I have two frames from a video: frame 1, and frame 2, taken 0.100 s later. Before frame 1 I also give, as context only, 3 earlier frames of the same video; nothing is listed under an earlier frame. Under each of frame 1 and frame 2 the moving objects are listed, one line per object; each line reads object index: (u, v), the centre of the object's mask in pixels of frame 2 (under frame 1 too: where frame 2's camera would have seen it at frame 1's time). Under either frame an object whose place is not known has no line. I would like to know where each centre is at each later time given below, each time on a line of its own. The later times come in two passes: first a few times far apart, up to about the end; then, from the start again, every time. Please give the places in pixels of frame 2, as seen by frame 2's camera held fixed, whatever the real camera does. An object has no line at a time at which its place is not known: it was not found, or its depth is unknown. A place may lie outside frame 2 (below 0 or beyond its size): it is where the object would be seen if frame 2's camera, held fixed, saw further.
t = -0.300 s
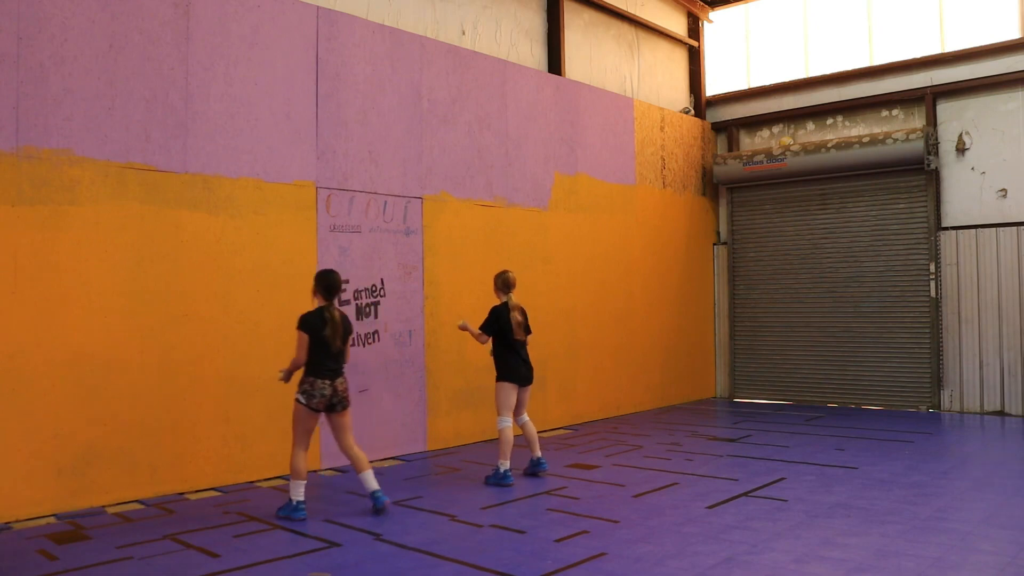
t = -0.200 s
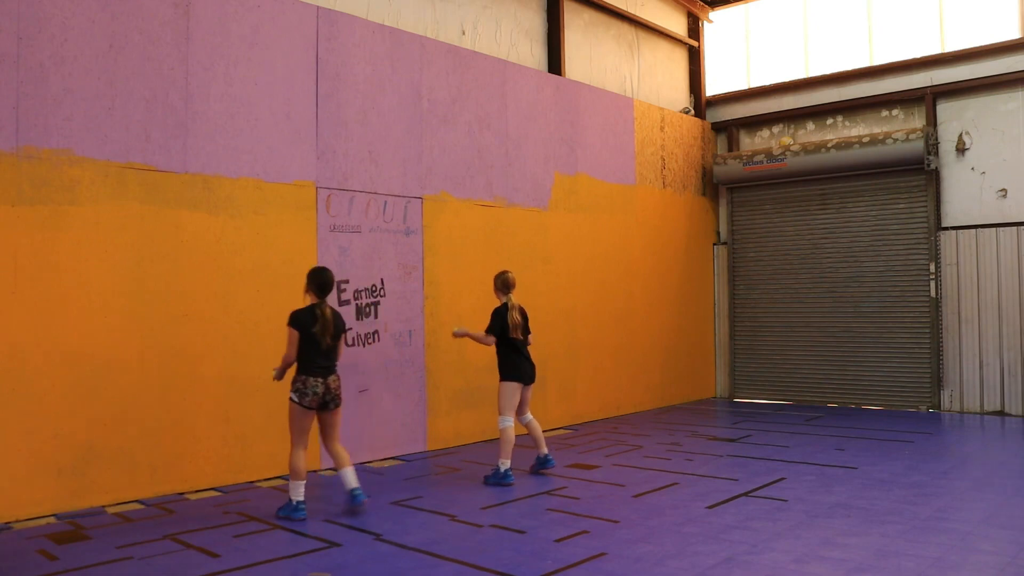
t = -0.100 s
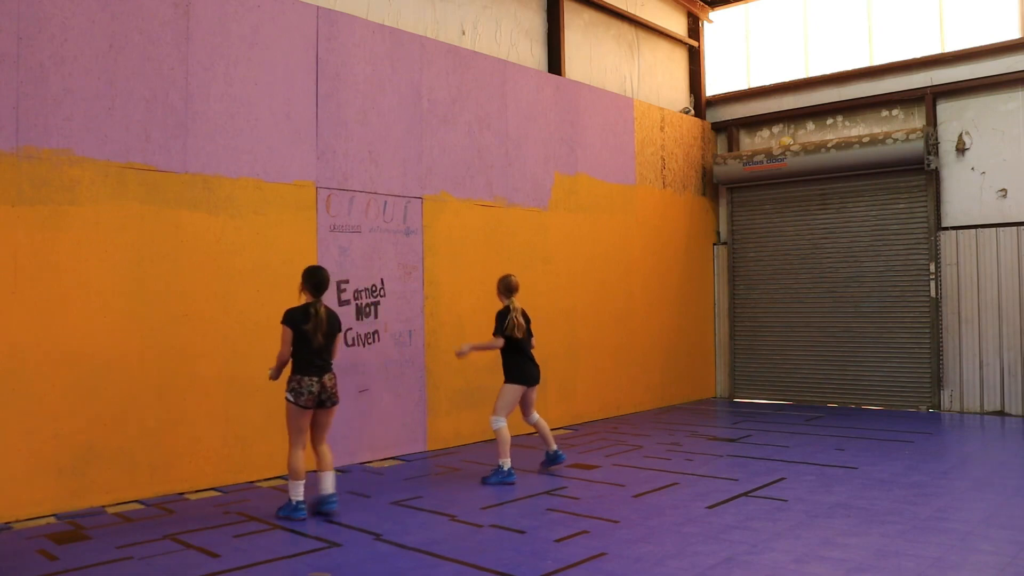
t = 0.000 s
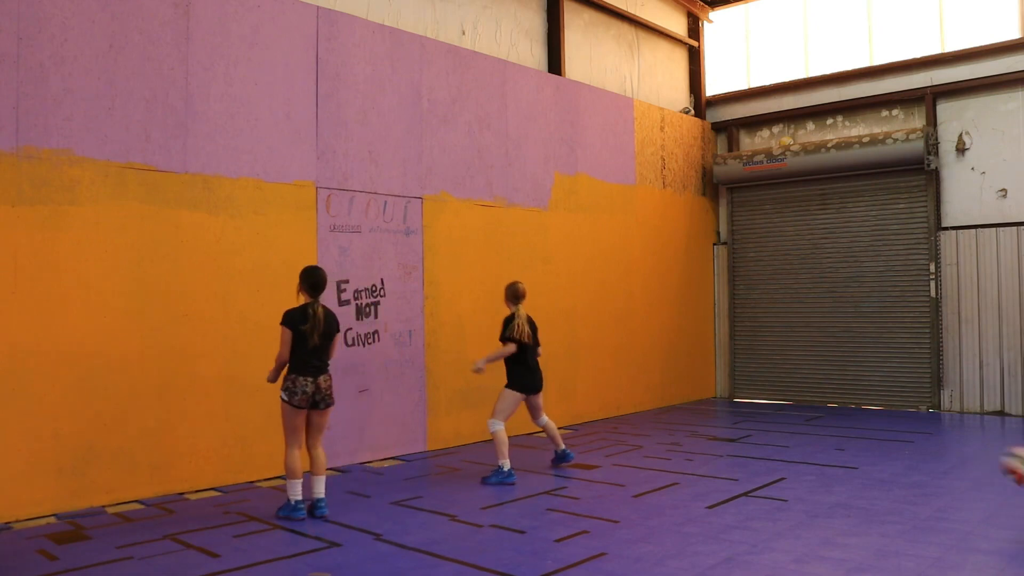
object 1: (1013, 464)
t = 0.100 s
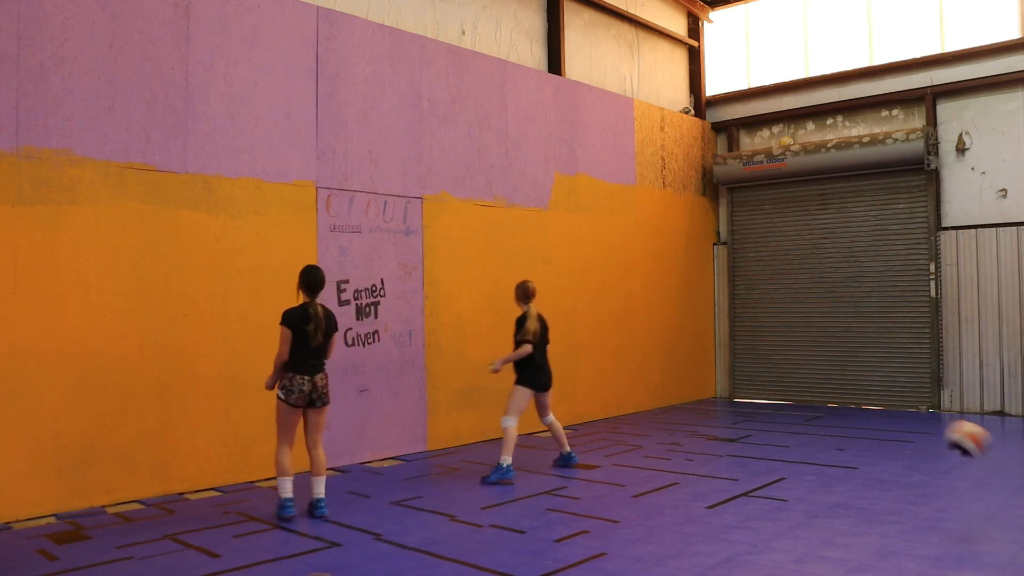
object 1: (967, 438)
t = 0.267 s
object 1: (882, 429)
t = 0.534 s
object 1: (761, 488)
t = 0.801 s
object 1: (662, 441)
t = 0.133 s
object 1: (949, 433)
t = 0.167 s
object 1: (932, 429)
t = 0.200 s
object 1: (914, 427)
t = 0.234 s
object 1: (897, 427)
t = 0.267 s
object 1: (882, 429)
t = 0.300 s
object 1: (865, 432)
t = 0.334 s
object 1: (849, 438)
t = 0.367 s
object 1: (834, 444)
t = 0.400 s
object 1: (819, 452)
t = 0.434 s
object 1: (804, 462)
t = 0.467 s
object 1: (791, 473)
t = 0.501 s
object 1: (776, 486)
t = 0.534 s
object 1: (761, 488)
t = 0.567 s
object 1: (748, 475)
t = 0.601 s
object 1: (734, 464)
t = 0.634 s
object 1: (721, 457)
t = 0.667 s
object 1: (709, 451)
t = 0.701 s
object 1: (698, 445)
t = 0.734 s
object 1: (683, 442)
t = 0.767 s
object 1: (673, 441)
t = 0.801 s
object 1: (662, 441)
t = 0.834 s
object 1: (650, 442)
